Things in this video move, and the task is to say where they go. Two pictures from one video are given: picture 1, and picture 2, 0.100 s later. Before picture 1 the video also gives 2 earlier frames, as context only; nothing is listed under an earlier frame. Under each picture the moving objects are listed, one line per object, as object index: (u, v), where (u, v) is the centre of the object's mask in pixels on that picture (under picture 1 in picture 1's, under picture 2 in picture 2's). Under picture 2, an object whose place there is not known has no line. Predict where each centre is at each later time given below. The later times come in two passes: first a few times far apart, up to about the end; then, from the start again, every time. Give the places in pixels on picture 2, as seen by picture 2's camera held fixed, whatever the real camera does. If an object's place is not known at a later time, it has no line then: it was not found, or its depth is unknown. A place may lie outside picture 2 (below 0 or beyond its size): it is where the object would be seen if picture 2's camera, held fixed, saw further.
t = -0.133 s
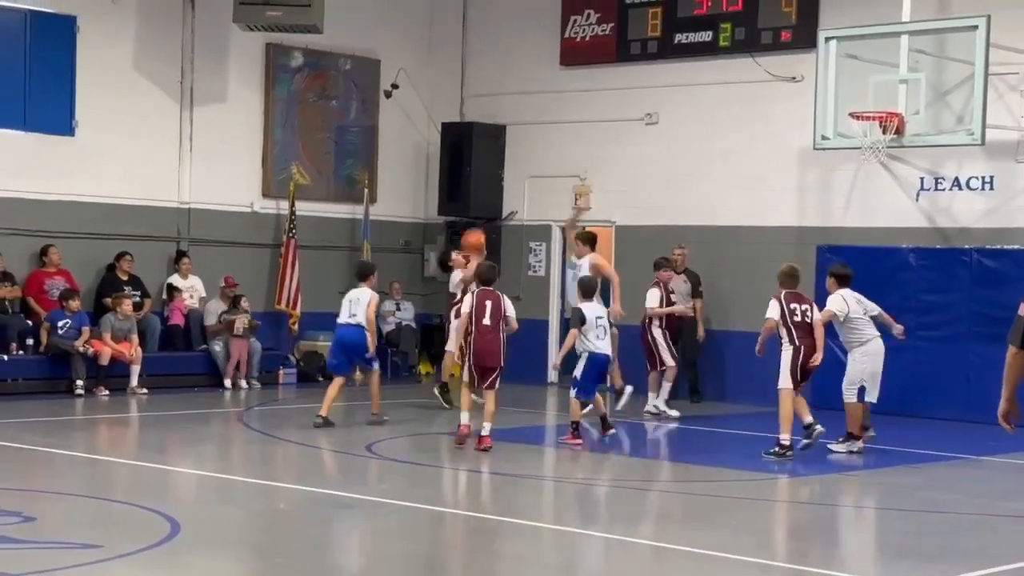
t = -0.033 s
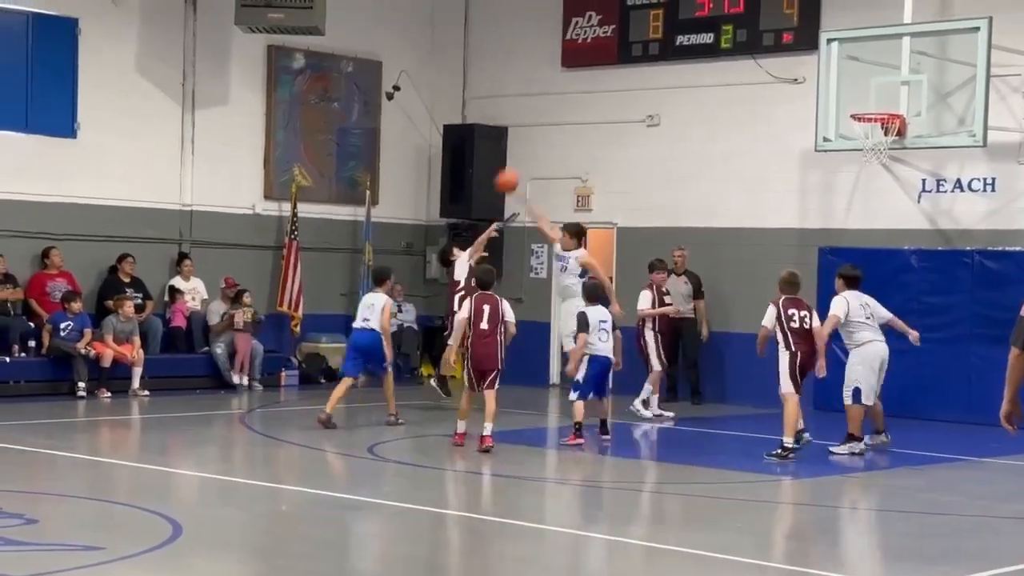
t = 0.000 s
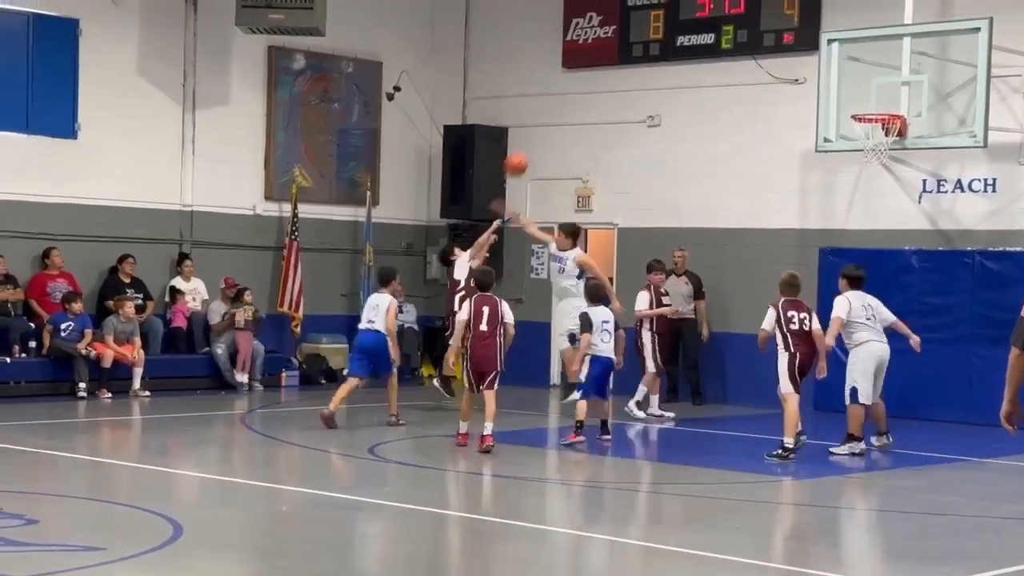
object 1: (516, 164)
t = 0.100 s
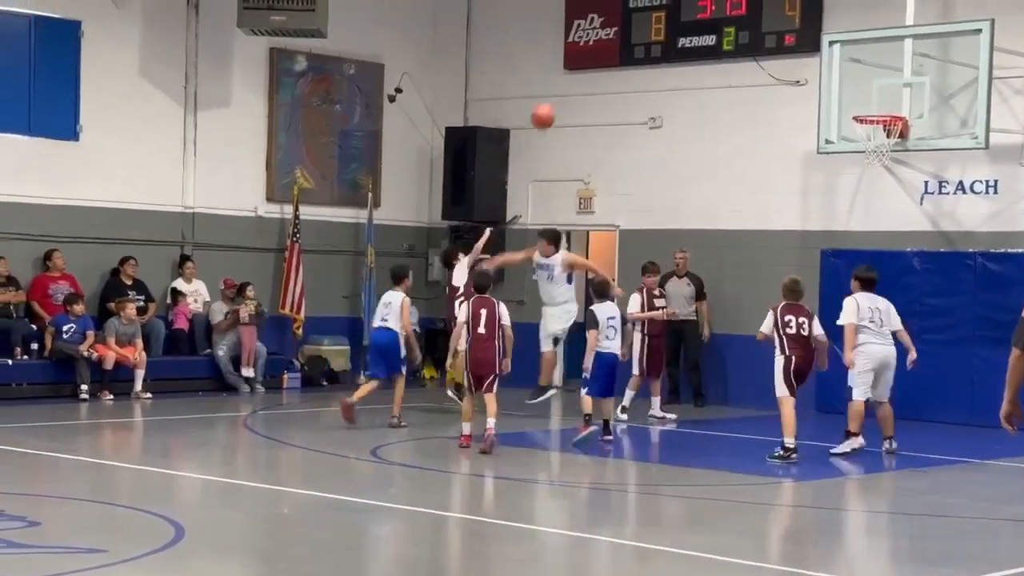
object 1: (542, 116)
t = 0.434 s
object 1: (624, 25)
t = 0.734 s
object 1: (693, 36)
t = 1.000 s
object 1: (752, 123)
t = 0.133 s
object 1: (551, 102)
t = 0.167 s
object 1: (560, 89)
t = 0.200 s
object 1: (568, 77)
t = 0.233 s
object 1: (575, 67)
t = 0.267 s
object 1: (584, 57)
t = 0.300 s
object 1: (592, 48)
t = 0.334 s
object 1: (601, 41)
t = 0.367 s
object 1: (609, 34)
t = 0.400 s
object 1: (616, 29)
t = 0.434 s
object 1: (624, 25)
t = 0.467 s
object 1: (631, 21)
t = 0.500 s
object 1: (639, 18)
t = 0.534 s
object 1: (648, 18)
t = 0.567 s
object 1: (655, 18)
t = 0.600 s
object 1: (663, 20)
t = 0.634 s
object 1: (671, 23)
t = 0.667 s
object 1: (678, 26)
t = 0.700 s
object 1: (685, 30)
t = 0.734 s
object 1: (693, 36)
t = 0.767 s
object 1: (701, 43)
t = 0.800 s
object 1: (709, 51)
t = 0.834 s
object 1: (715, 60)
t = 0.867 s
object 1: (723, 70)
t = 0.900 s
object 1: (731, 82)
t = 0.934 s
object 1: (738, 94)
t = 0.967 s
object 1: (745, 108)
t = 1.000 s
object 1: (752, 123)
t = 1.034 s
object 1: (759, 138)
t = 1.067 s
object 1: (766, 154)
